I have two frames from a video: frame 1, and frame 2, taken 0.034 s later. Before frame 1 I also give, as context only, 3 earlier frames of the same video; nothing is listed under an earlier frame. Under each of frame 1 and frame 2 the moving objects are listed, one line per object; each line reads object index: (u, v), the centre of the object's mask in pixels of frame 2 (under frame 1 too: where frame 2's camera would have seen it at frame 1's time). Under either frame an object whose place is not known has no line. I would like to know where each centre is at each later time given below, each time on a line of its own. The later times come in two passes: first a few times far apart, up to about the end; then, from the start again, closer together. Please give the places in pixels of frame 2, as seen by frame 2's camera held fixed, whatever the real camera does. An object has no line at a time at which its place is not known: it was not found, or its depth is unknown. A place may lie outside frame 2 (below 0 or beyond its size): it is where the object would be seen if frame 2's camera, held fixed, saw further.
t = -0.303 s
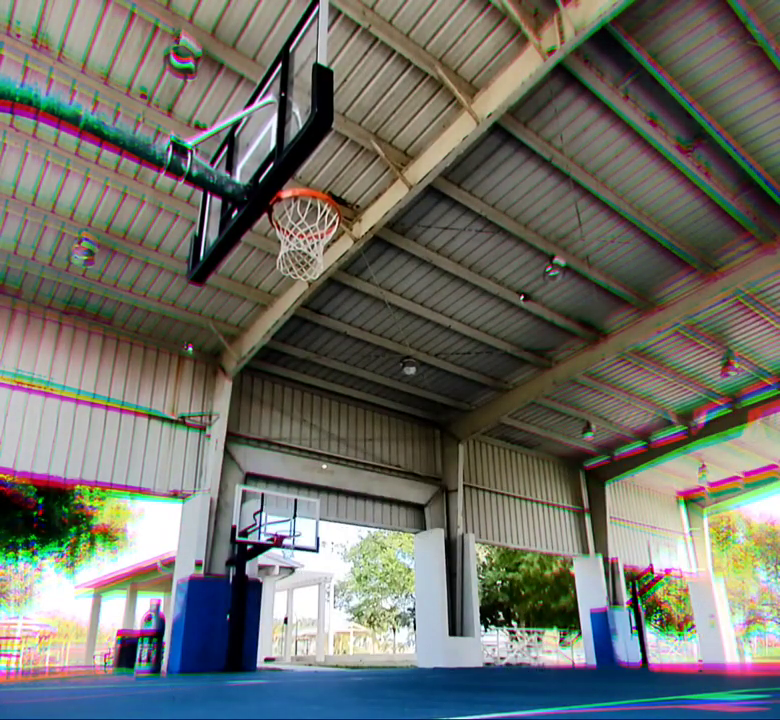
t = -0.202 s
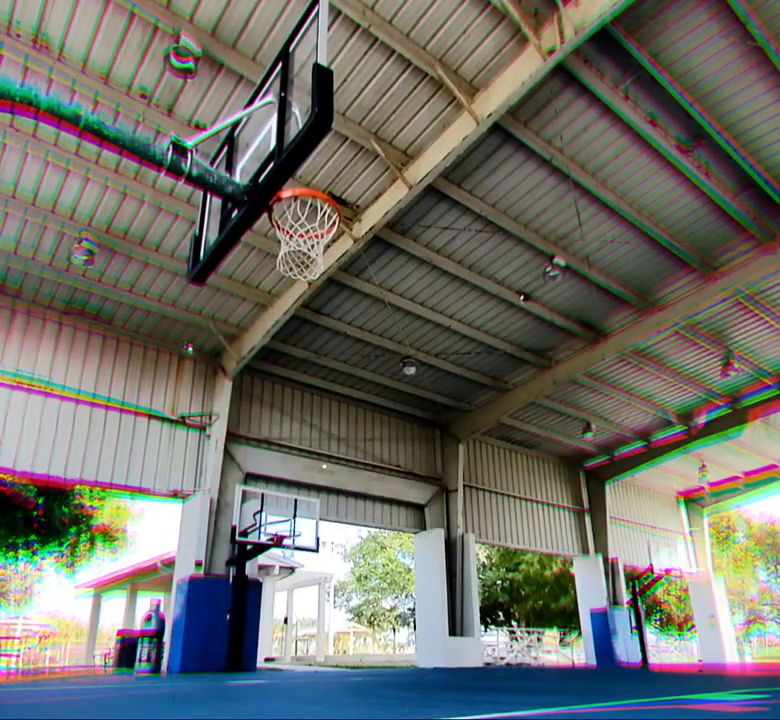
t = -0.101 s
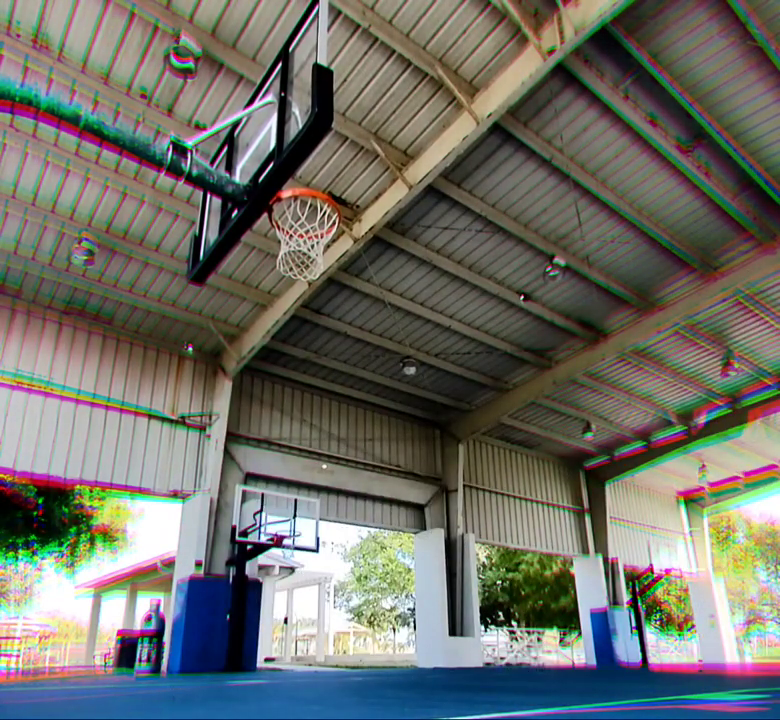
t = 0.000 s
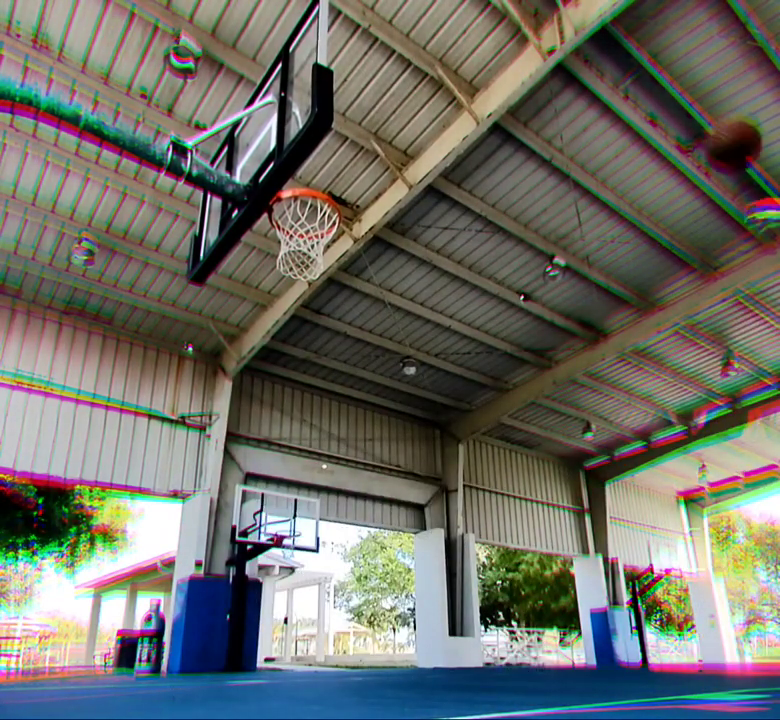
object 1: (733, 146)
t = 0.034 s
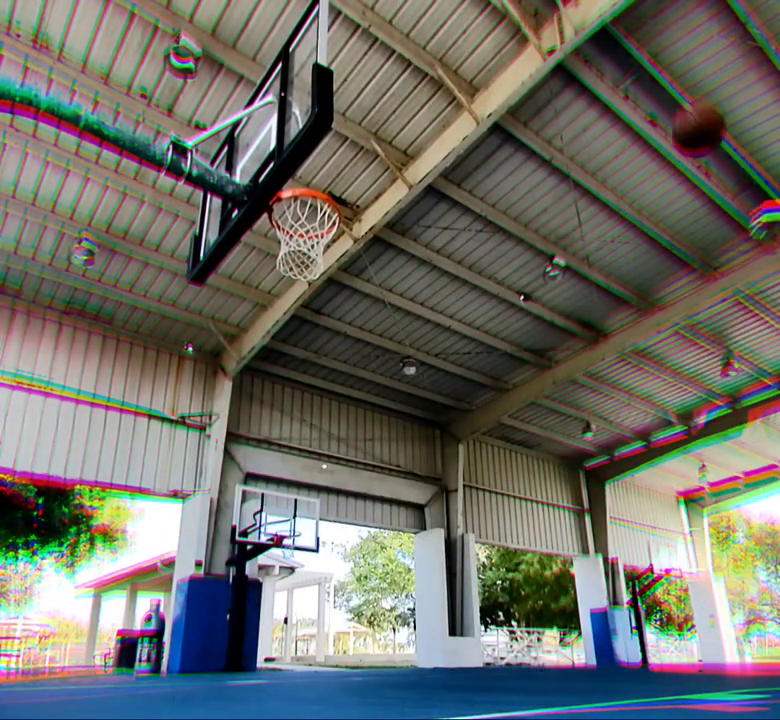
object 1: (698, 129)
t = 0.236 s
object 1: (524, 83)
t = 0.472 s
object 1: (359, 98)
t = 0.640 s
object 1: (320, 164)
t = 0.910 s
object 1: (316, 331)
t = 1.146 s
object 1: (311, 544)
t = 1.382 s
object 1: (321, 566)
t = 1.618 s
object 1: (340, 458)
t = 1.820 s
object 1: (352, 429)
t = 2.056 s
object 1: (363, 451)
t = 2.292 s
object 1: (373, 528)
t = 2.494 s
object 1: (381, 649)
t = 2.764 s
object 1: (383, 561)
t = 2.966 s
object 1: (383, 529)
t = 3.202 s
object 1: (384, 545)
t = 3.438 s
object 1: (385, 616)
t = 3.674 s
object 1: (384, 617)
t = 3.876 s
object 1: (382, 580)
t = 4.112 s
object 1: (381, 588)
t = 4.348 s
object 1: (379, 650)
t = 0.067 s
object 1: (664, 116)
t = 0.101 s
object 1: (635, 103)
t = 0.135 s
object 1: (605, 98)
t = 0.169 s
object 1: (576, 90)
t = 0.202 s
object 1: (550, 86)
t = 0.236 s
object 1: (524, 83)
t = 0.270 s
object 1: (498, 81)
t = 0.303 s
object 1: (474, 80)
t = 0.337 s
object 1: (450, 81)
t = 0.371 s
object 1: (427, 83)
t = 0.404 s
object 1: (404, 86)
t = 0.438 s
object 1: (381, 92)
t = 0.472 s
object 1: (359, 98)
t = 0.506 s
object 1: (344, 106)
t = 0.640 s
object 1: (320, 164)
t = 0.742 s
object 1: (318, 218)
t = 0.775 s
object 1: (318, 240)
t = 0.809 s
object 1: (318, 261)
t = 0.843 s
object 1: (317, 283)
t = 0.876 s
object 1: (317, 306)
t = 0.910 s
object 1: (316, 331)
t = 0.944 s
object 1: (315, 357)
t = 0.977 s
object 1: (315, 384)
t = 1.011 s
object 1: (314, 413)
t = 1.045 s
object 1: (314, 444)
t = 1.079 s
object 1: (313, 476)
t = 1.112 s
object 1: (312, 508)
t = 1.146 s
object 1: (311, 544)
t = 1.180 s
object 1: (310, 580)
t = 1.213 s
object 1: (309, 620)
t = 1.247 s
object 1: (308, 661)
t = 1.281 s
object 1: (310, 647)
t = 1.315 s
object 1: (314, 617)
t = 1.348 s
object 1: (318, 590)
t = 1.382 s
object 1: (321, 566)
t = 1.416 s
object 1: (324, 544)
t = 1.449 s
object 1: (327, 525)
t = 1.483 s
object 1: (330, 508)
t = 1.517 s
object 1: (332, 493)
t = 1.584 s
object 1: (337, 468)
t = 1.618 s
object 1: (340, 458)
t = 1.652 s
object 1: (342, 450)
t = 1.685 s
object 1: (344, 443)
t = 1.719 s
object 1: (345, 438)
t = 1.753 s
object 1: (347, 433)
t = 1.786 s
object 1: (349, 431)
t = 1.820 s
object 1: (352, 429)
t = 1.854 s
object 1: (353, 428)
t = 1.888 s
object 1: (354, 429)
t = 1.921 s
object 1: (356, 431)
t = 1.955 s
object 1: (358, 435)
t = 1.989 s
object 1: (360, 439)
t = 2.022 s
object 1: (361, 444)
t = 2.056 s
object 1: (363, 451)
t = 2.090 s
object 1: (364, 457)
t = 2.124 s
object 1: (366, 467)
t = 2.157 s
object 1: (367, 477)
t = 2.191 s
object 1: (369, 488)
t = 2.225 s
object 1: (370, 500)
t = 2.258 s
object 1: (371, 513)
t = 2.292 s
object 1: (373, 528)
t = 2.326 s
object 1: (375, 545)
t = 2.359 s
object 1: (376, 562)
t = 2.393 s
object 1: (377, 581)
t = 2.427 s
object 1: (379, 602)
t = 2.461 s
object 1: (380, 624)
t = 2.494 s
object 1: (381, 649)
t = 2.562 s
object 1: (382, 642)
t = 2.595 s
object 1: (382, 624)
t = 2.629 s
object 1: (382, 609)
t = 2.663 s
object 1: (382, 594)
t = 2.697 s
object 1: (382, 581)
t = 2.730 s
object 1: (383, 570)
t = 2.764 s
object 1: (383, 561)
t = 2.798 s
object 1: (383, 552)
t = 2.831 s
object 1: (383, 545)
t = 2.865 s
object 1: (383, 539)
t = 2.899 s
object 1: (383, 535)
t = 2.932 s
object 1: (383, 531)
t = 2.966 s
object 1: (383, 529)
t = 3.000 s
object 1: (383, 528)
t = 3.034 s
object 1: (383, 528)
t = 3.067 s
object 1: (383, 529)
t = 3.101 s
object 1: (383, 531)
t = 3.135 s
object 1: (384, 535)
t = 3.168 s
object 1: (384, 540)
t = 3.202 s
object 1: (384, 545)
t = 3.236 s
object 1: (384, 552)
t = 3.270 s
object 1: (384, 560)
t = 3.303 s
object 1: (384, 569)
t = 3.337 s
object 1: (384, 579)
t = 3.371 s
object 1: (384, 590)
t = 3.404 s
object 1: (384, 602)
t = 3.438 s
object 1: (385, 616)
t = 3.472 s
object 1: (385, 631)
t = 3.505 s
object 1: (385, 647)
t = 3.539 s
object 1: (385, 665)
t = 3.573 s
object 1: (385, 653)
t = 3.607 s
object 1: (384, 639)
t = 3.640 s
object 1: (384, 627)
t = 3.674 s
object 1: (384, 617)
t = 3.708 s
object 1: (383, 608)
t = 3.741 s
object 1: (383, 600)
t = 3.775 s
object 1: (383, 593)
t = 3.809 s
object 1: (383, 588)
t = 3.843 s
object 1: (383, 584)
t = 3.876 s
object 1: (382, 580)
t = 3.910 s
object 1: (382, 579)
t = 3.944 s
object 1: (382, 578)
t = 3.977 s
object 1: (382, 578)
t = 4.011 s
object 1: (381, 579)
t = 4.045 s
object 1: (381, 581)
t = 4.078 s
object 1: (381, 584)
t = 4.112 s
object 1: (381, 588)
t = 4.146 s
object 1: (380, 594)
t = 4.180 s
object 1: (380, 600)
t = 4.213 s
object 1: (380, 608)
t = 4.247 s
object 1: (379, 617)
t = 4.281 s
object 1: (379, 626)
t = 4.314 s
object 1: (379, 637)
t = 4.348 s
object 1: (379, 650)
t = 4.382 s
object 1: (378, 663)
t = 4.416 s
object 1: (378, 656)
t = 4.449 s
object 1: (378, 646)
